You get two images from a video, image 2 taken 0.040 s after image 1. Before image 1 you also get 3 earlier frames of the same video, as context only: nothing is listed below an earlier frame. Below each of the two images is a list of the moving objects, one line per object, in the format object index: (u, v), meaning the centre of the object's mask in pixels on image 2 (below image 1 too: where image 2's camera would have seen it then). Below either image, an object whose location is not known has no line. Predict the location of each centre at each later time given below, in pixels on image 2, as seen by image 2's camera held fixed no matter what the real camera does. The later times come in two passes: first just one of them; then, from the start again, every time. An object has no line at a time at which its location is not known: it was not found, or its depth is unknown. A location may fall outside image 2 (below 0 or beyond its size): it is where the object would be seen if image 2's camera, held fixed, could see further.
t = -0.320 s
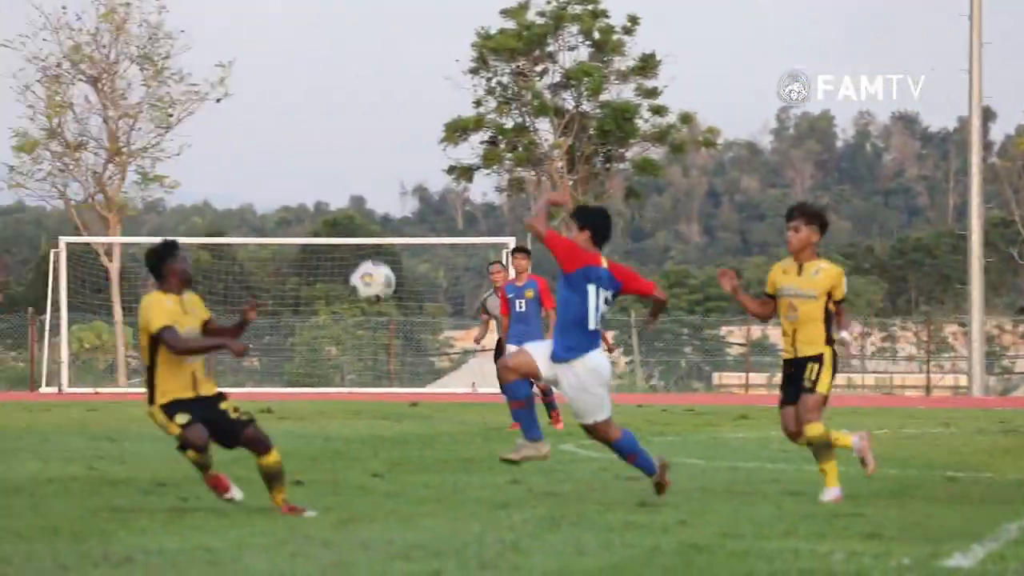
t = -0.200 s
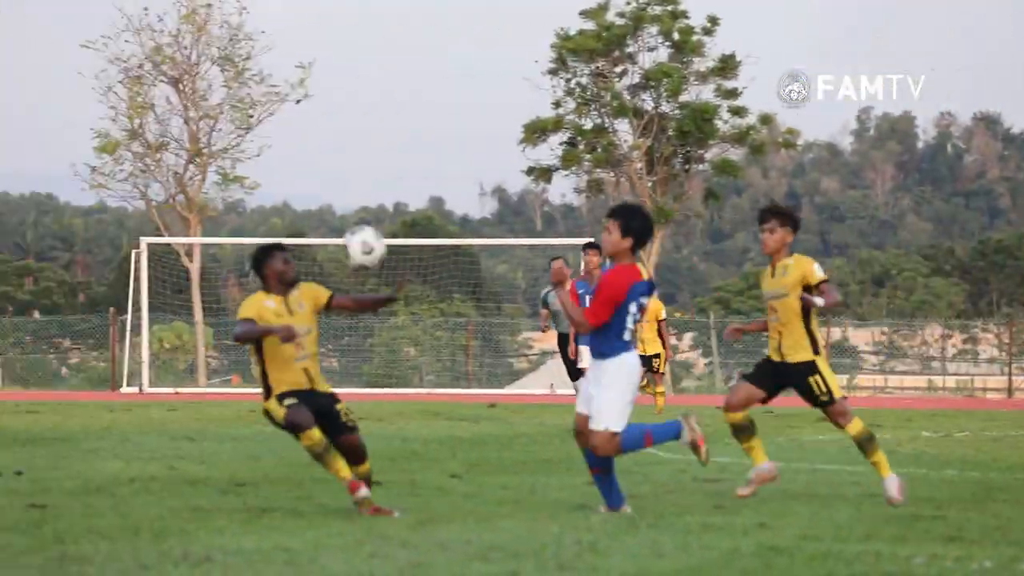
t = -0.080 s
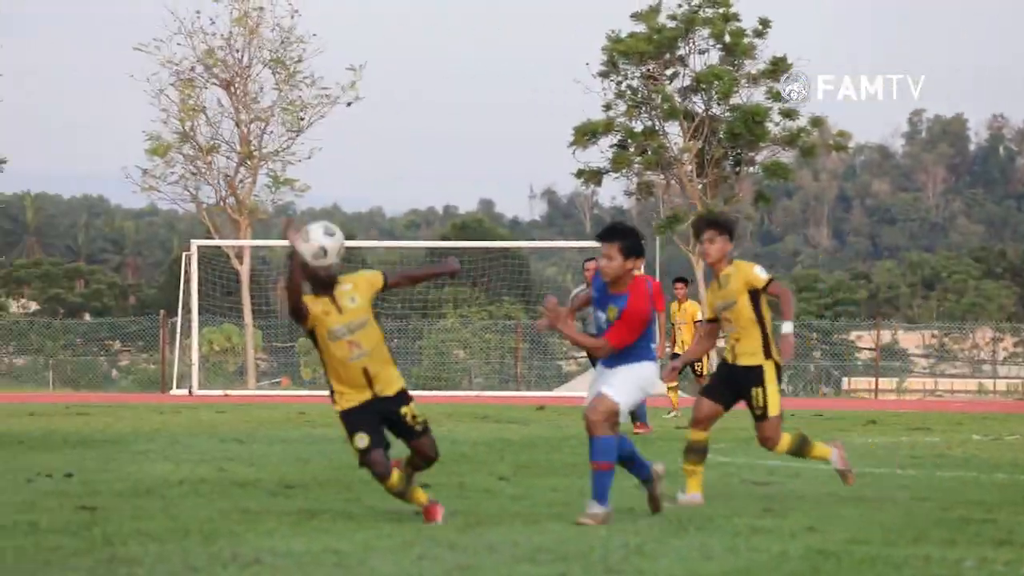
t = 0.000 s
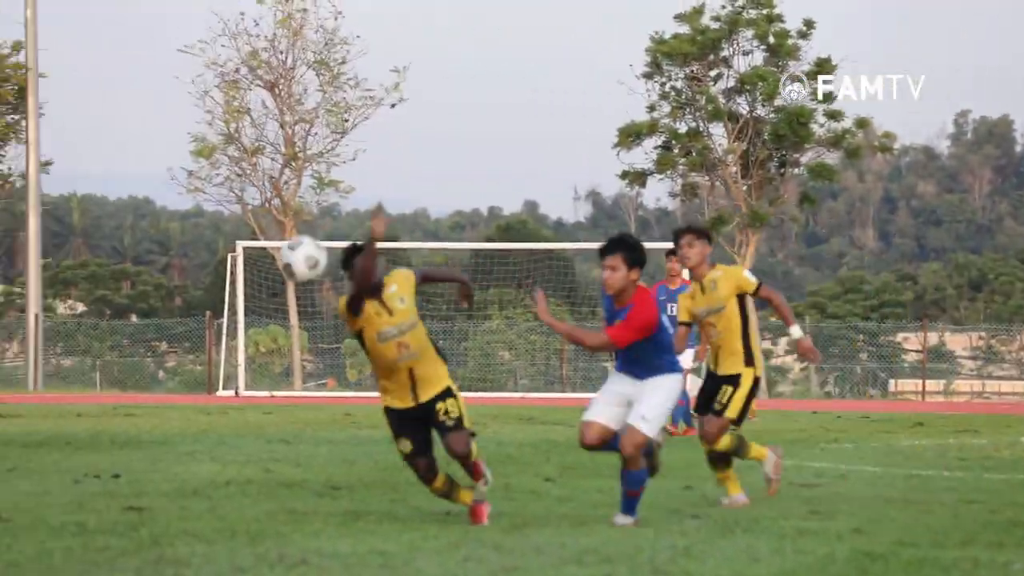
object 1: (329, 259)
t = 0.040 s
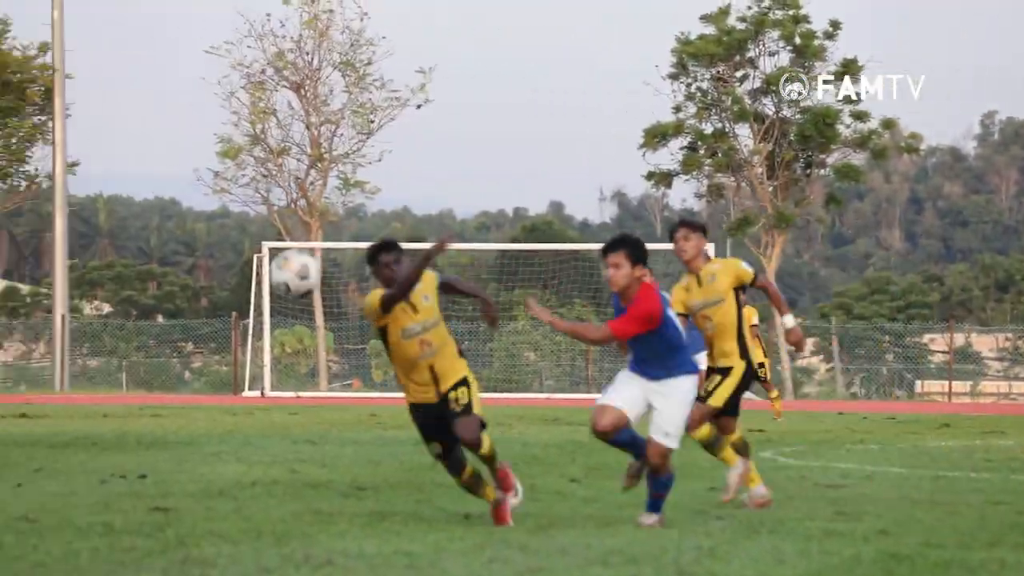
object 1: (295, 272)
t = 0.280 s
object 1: (87, 443)
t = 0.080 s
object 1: (262, 290)
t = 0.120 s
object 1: (228, 310)
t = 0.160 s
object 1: (194, 336)
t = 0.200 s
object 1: (158, 368)
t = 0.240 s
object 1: (124, 402)
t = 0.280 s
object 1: (87, 443)
